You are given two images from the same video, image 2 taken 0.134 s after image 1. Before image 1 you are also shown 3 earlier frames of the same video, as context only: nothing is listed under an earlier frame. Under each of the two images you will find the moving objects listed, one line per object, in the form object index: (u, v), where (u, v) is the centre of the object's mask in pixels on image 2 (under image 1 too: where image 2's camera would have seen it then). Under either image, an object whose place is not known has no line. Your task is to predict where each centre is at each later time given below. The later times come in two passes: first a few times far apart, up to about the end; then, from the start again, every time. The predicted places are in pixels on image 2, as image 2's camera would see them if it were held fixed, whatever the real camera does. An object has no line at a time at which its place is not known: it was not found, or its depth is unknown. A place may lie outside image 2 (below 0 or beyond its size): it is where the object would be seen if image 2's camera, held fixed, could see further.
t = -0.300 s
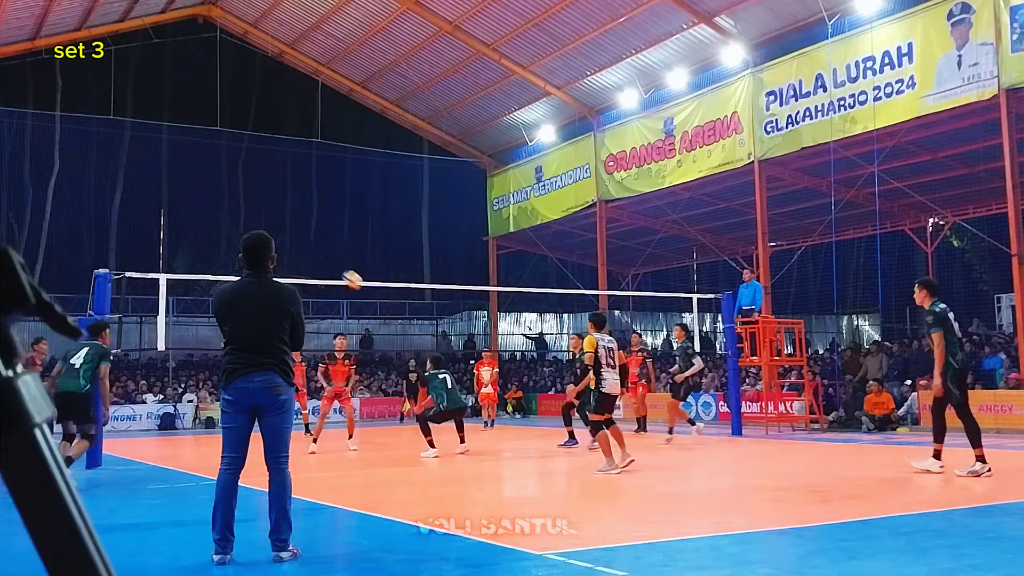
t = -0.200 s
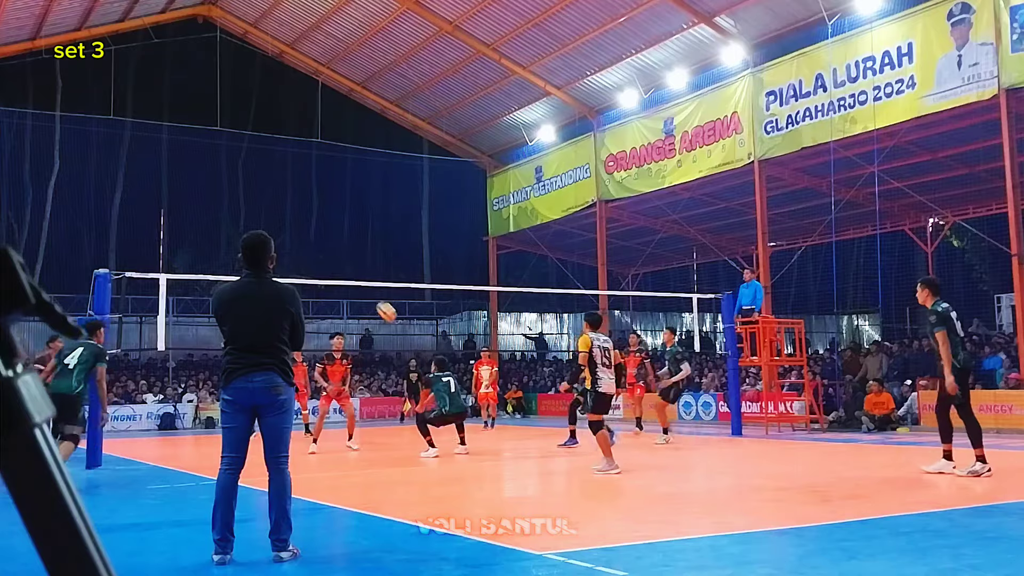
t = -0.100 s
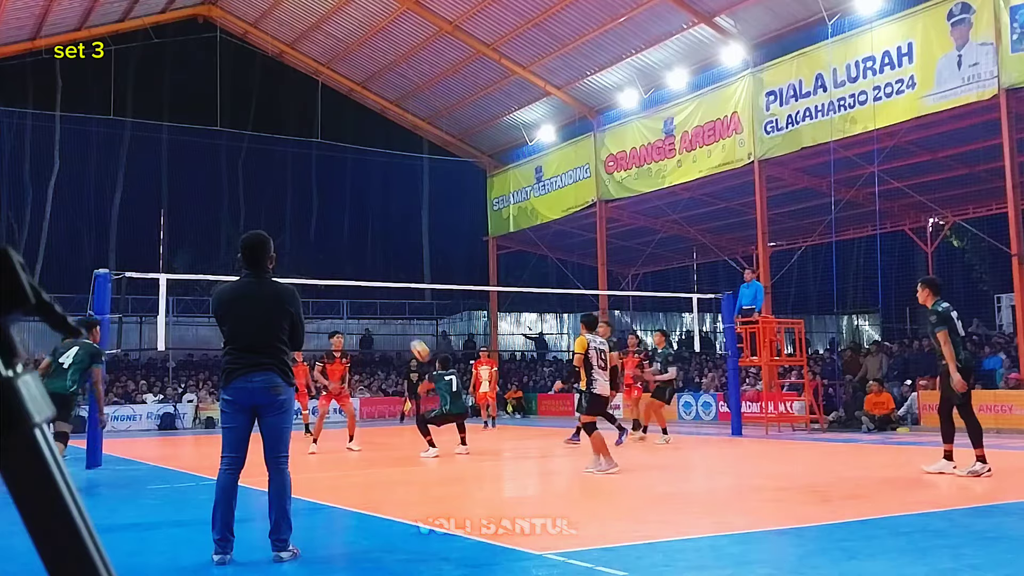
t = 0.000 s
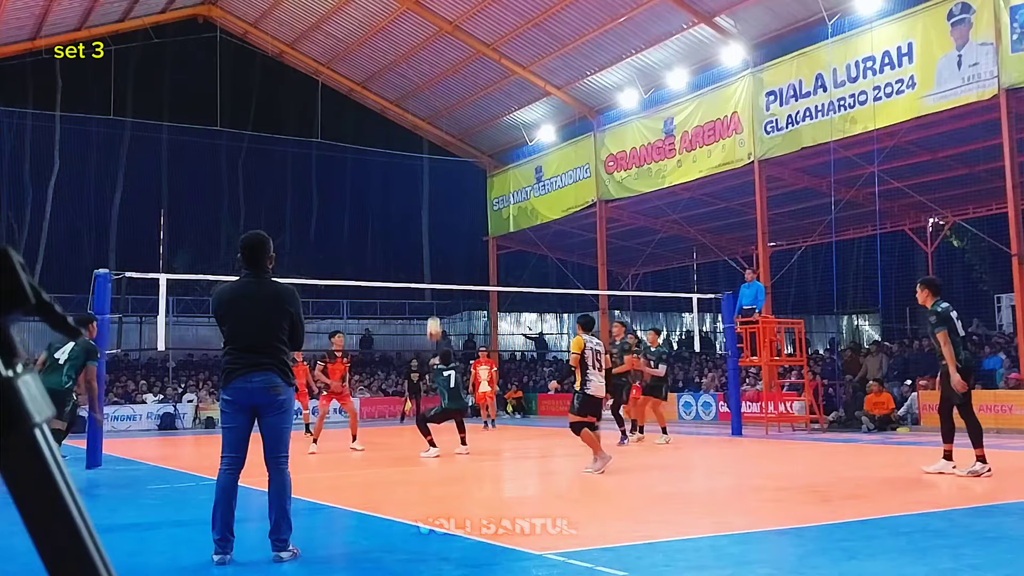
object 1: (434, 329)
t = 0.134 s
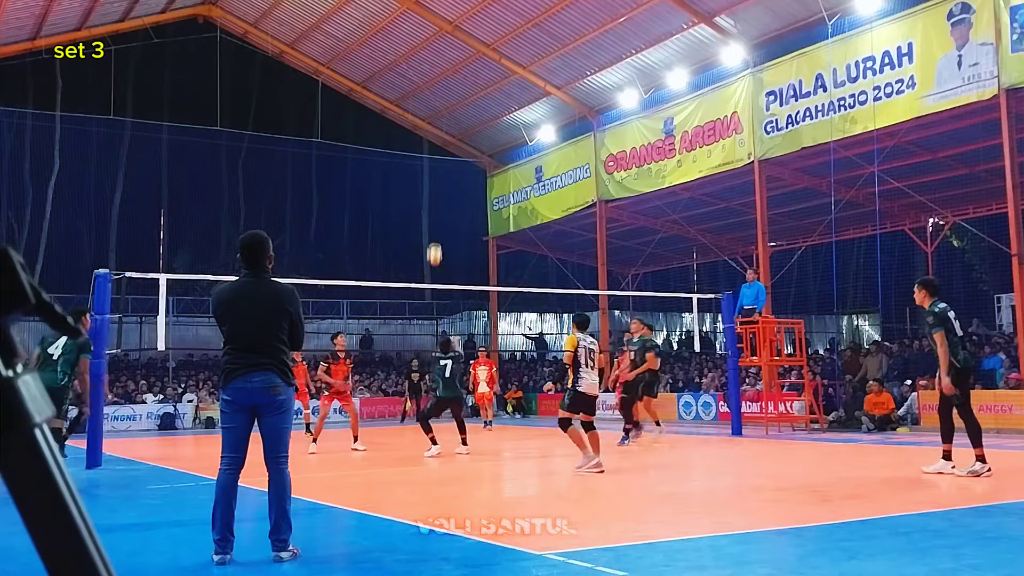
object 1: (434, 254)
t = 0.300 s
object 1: (435, 180)
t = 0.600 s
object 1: (436, 97)
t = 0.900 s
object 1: (440, 76)
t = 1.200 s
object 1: (445, 118)
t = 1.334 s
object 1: (447, 157)
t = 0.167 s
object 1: (435, 238)
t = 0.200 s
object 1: (434, 223)
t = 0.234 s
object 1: (434, 207)
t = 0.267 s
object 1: (435, 193)
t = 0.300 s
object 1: (435, 180)
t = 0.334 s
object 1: (435, 168)
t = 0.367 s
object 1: (435, 156)
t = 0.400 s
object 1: (435, 145)
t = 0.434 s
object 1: (435, 135)
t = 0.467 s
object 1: (435, 126)
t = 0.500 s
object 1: (436, 118)
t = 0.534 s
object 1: (436, 110)
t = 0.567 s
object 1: (436, 103)
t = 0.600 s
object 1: (436, 97)
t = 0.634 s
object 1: (437, 91)
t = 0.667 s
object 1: (437, 86)
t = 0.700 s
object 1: (438, 83)
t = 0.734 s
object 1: (438, 80)
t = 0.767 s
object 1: (438, 78)
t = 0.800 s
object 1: (439, 77)
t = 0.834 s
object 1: (439, 75)
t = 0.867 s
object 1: (440, 75)
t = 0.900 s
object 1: (440, 76)
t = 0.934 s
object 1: (440, 77)
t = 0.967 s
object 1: (441, 80)
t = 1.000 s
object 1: (441, 83)
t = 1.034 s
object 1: (442, 87)
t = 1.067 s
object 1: (443, 91)
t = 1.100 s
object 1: (443, 97)
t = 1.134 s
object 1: (444, 103)
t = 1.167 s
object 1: (444, 110)
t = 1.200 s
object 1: (445, 118)
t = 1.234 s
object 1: (445, 126)
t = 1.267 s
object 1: (446, 136)
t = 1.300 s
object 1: (447, 146)
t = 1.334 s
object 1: (447, 157)
